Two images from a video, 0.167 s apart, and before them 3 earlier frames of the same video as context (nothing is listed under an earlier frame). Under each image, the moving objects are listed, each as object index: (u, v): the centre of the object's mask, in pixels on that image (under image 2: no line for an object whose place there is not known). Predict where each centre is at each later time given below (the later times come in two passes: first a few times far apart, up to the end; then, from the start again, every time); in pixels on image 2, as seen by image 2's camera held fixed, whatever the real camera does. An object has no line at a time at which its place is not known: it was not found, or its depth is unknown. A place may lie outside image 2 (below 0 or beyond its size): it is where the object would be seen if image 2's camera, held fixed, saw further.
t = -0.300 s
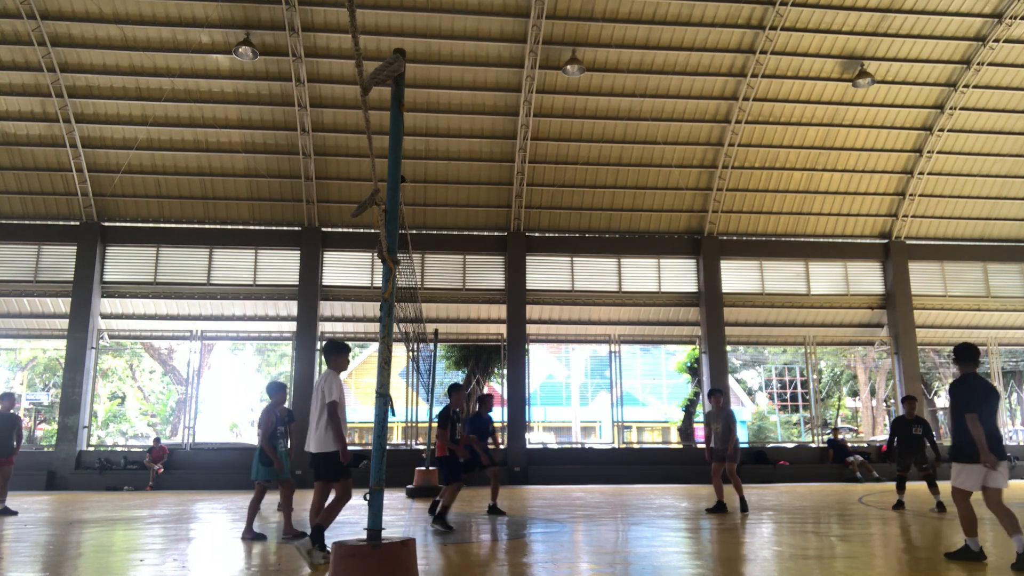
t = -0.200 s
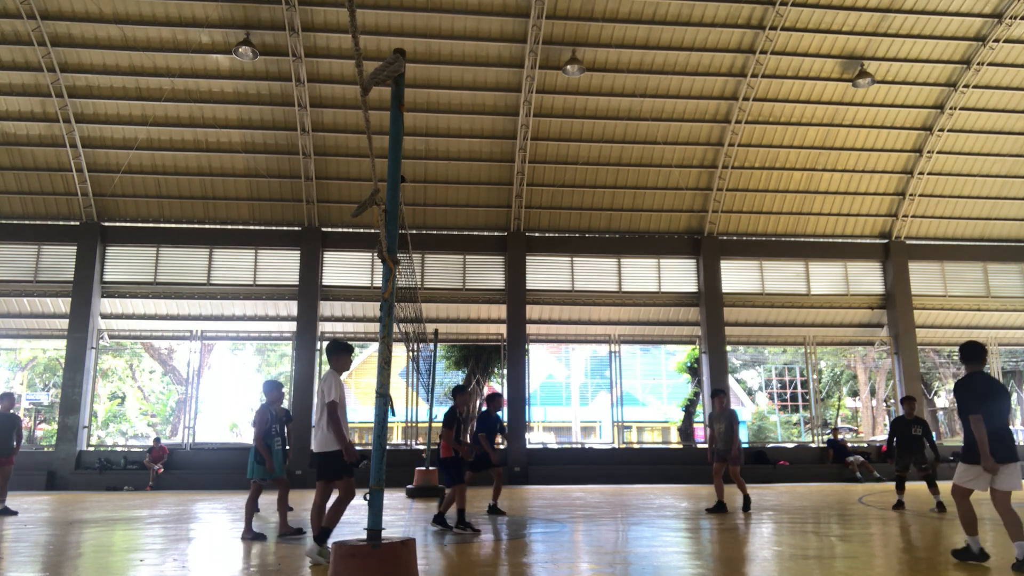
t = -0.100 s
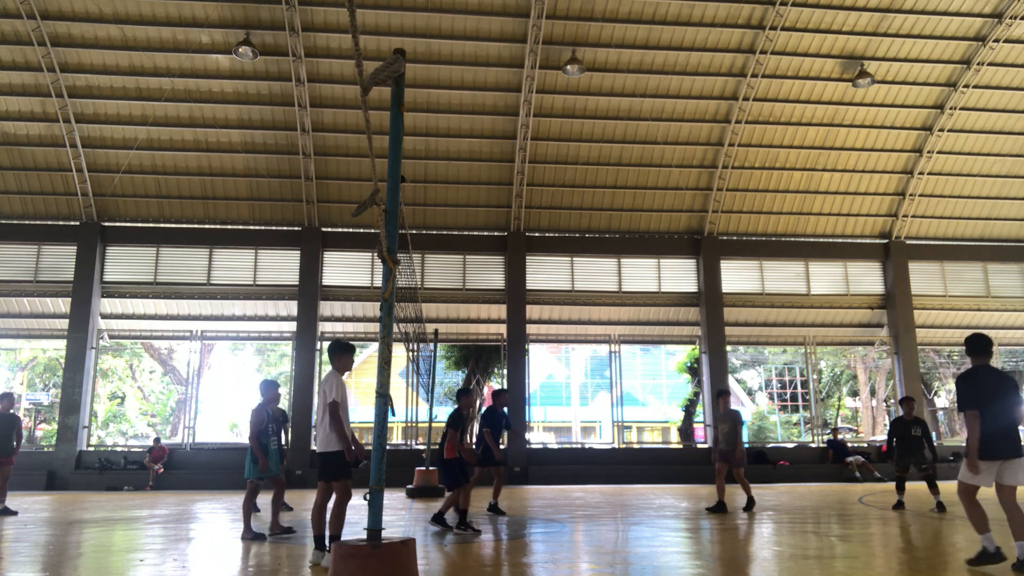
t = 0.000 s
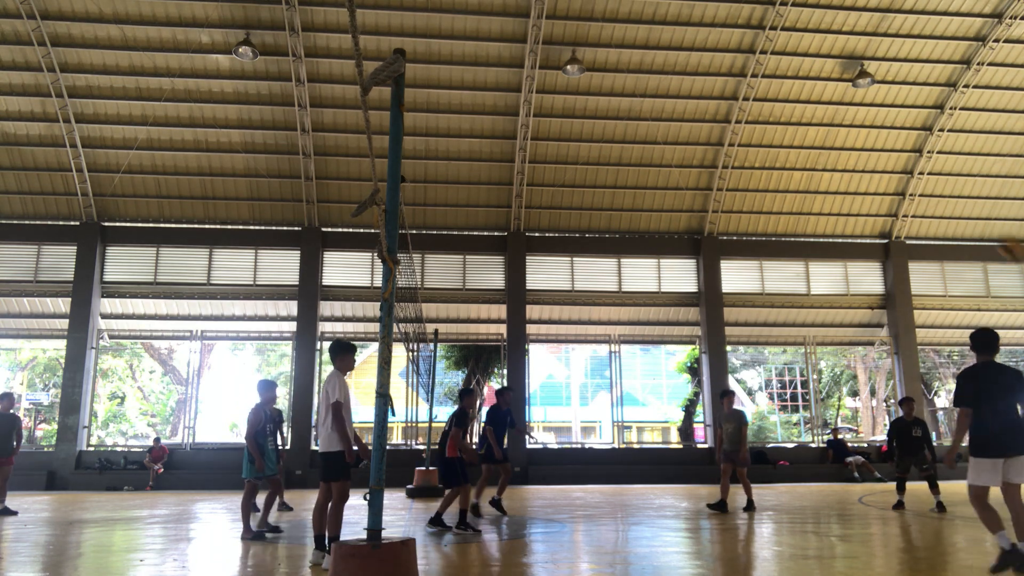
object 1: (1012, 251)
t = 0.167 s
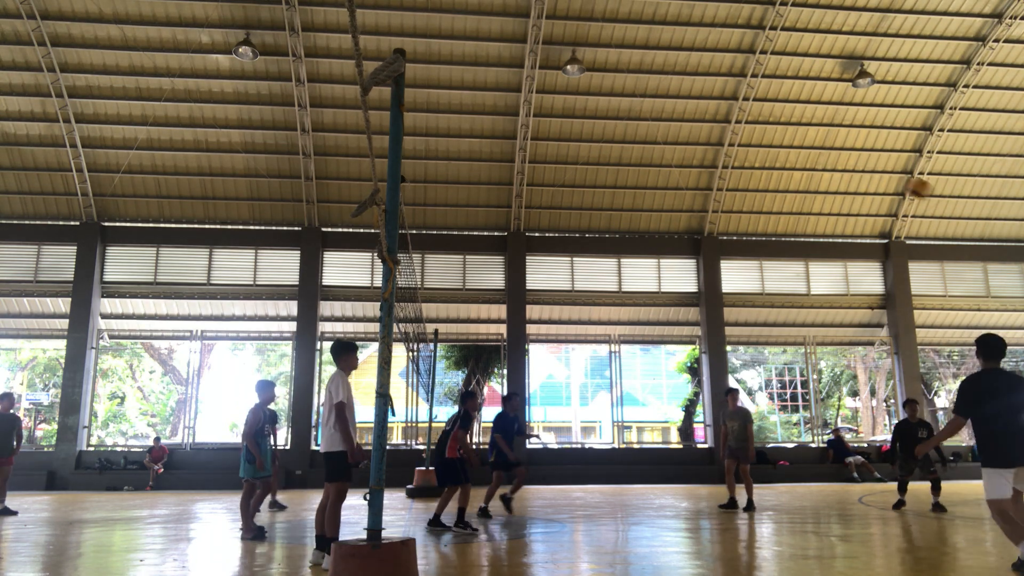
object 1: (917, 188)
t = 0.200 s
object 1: (901, 181)
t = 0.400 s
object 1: (814, 157)
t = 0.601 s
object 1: (740, 167)
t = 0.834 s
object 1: (669, 216)
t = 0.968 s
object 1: (634, 256)
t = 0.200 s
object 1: (901, 181)
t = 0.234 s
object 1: (885, 173)
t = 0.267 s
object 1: (871, 168)
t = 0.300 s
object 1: (856, 163)
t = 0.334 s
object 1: (840, 161)
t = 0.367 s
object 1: (827, 158)
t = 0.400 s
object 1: (814, 157)
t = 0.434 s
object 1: (800, 156)
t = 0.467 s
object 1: (788, 157)
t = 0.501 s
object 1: (775, 159)
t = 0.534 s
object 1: (764, 160)
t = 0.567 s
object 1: (751, 164)
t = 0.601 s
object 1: (740, 167)
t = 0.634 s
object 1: (728, 173)
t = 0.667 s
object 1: (719, 179)
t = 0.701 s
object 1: (708, 186)
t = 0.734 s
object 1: (698, 191)
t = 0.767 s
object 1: (687, 199)
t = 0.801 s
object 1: (677, 206)
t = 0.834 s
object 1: (669, 216)
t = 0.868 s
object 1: (659, 225)
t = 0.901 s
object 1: (650, 236)
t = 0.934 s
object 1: (642, 247)
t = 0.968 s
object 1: (634, 256)
